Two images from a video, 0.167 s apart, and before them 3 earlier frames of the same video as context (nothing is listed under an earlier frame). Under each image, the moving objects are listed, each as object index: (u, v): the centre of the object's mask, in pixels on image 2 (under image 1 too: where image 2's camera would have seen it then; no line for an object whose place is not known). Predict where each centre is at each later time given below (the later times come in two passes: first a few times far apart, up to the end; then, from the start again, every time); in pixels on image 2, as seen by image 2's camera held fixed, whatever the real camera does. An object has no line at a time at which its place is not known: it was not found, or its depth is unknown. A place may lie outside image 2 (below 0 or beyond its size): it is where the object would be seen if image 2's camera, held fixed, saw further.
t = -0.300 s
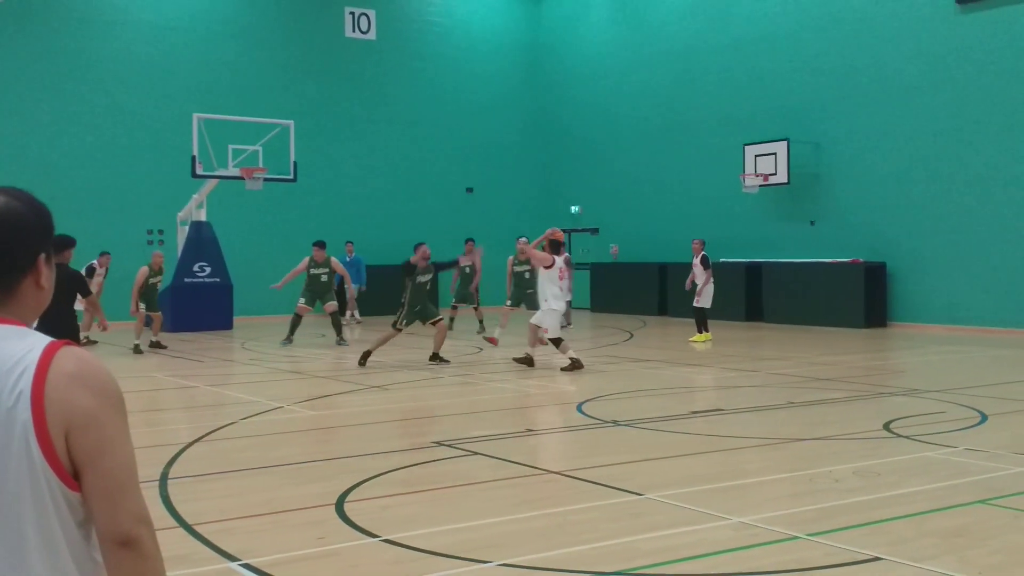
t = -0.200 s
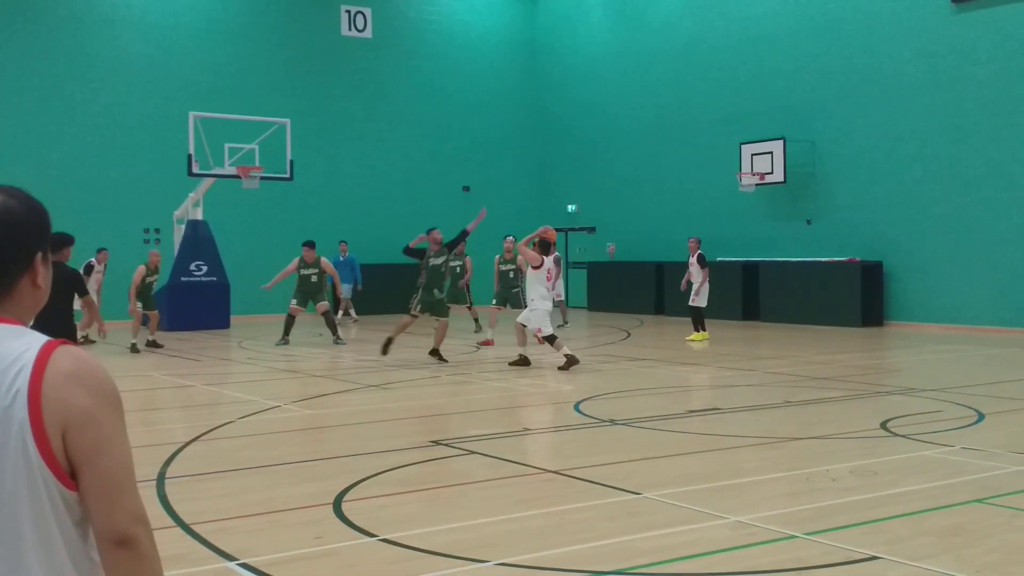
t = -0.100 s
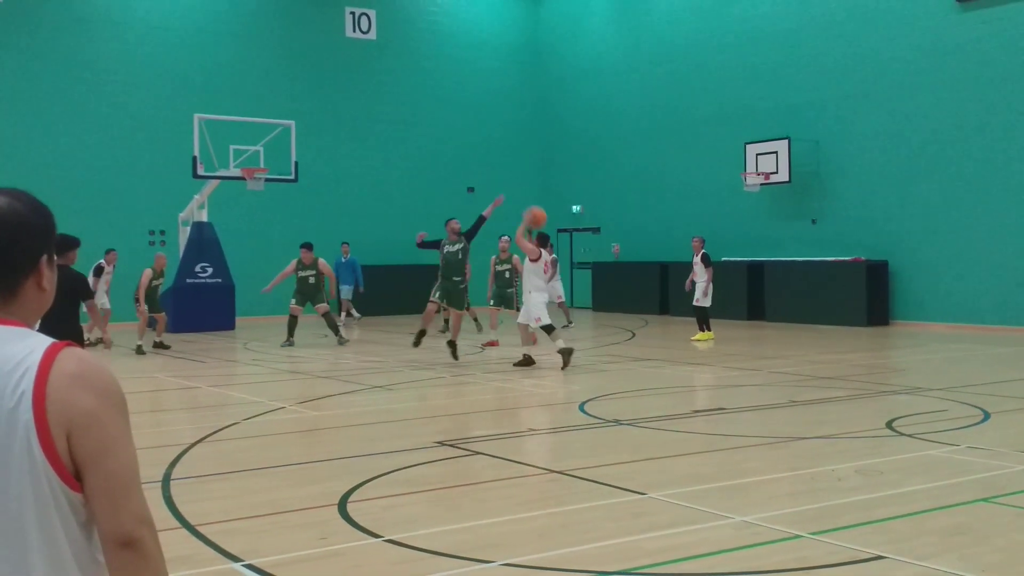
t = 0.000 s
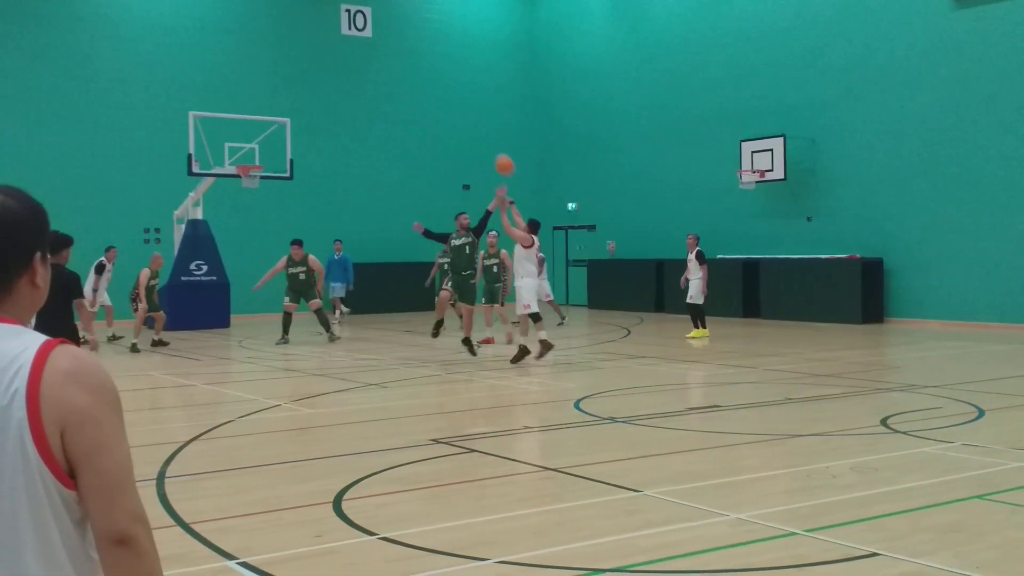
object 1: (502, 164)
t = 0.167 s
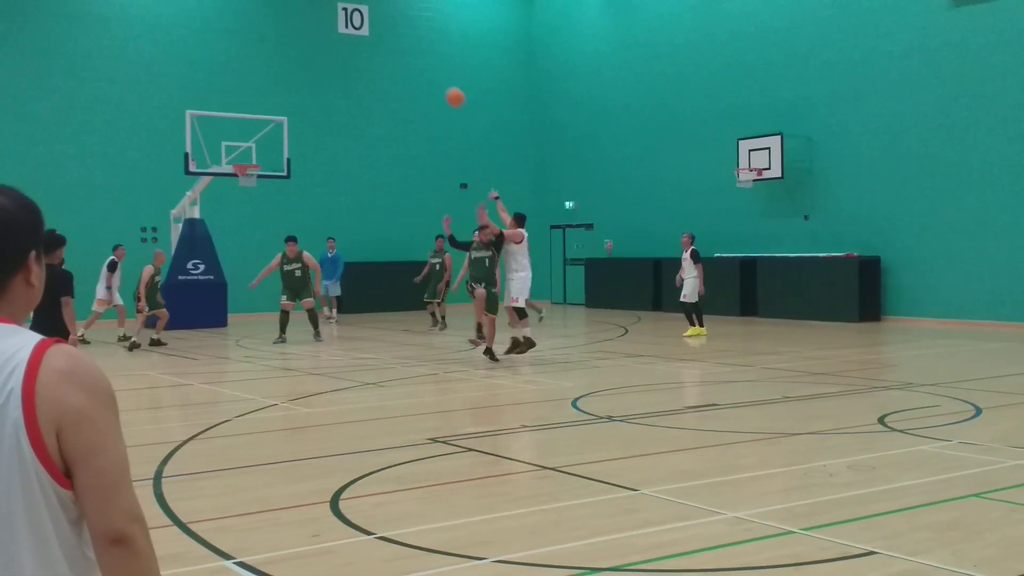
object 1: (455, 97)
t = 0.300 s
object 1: (421, 62)
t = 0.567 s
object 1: (361, 33)
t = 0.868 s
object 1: (306, 54)
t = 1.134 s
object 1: (263, 112)
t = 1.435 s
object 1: (240, 154)
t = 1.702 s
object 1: (196, 169)
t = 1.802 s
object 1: (182, 187)
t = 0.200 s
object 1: (446, 87)
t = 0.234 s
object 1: (437, 78)
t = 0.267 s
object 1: (429, 69)
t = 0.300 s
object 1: (421, 62)
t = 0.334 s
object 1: (413, 56)
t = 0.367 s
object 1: (405, 50)
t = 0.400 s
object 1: (397, 45)
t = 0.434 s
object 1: (390, 41)
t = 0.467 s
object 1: (382, 38)
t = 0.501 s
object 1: (375, 36)
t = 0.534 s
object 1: (368, 34)
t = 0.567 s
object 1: (361, 33)
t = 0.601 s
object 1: (354, 33)
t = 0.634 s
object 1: (347, 34)
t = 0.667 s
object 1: (340, 35)
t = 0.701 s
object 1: (334, 36)
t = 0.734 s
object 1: (328, 38)
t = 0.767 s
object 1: (322, 41)
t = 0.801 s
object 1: (316, 45)
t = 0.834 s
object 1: (311, 49)
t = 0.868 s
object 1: (306, 54)
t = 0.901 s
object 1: (300, 59)
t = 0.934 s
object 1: (293, 66)
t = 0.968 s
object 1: (289, 72)
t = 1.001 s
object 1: (283, 79)
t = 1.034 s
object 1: (278, 87)
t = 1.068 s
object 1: (273, 95)
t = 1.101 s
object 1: (268, 103)
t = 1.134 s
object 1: (263, 112)
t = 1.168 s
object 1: (258, 122)
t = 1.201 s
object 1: (253, 132)
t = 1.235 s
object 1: (249, 142)
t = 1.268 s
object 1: (251, 149)
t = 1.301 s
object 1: (254, 157)
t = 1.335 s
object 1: (254, 161)
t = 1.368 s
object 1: (250, 158)
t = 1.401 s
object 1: (245, 156)
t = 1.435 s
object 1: (240, 154)
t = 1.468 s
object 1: (236, 153)
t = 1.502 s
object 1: (232, 153)
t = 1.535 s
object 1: (226, 153)
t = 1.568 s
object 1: (222, 154)
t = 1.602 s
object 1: (217, 156)
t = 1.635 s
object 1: (212, 158)
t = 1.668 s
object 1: (207, 161)
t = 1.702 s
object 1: (196, 169)
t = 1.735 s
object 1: (192, 175)
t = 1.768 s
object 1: (187, 180)
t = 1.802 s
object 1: (182, 187)
